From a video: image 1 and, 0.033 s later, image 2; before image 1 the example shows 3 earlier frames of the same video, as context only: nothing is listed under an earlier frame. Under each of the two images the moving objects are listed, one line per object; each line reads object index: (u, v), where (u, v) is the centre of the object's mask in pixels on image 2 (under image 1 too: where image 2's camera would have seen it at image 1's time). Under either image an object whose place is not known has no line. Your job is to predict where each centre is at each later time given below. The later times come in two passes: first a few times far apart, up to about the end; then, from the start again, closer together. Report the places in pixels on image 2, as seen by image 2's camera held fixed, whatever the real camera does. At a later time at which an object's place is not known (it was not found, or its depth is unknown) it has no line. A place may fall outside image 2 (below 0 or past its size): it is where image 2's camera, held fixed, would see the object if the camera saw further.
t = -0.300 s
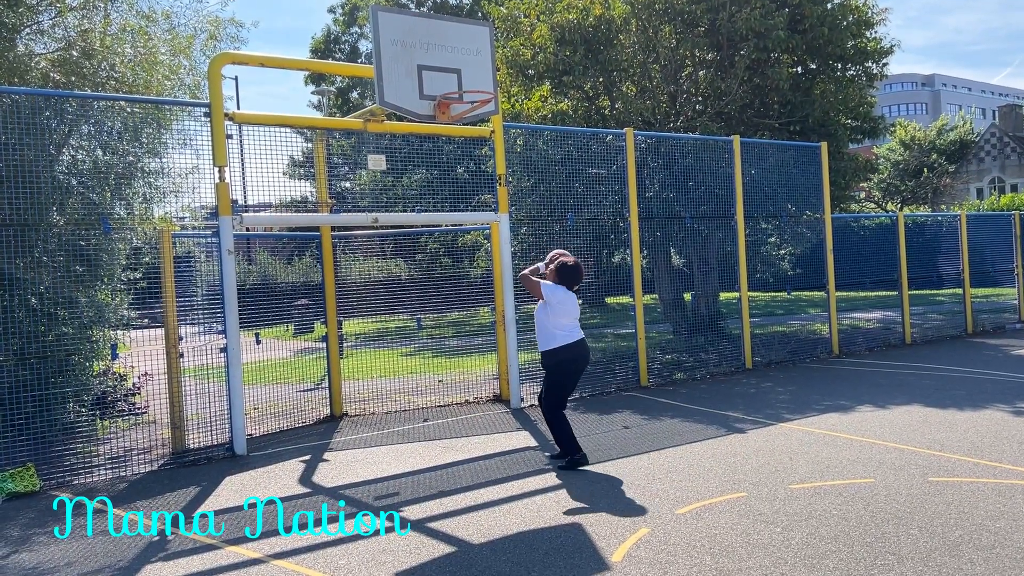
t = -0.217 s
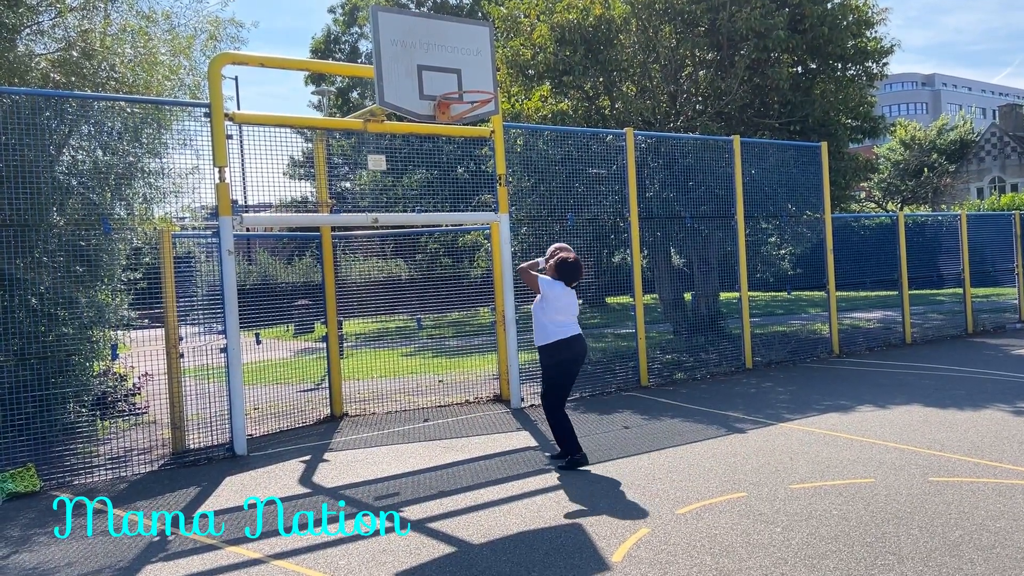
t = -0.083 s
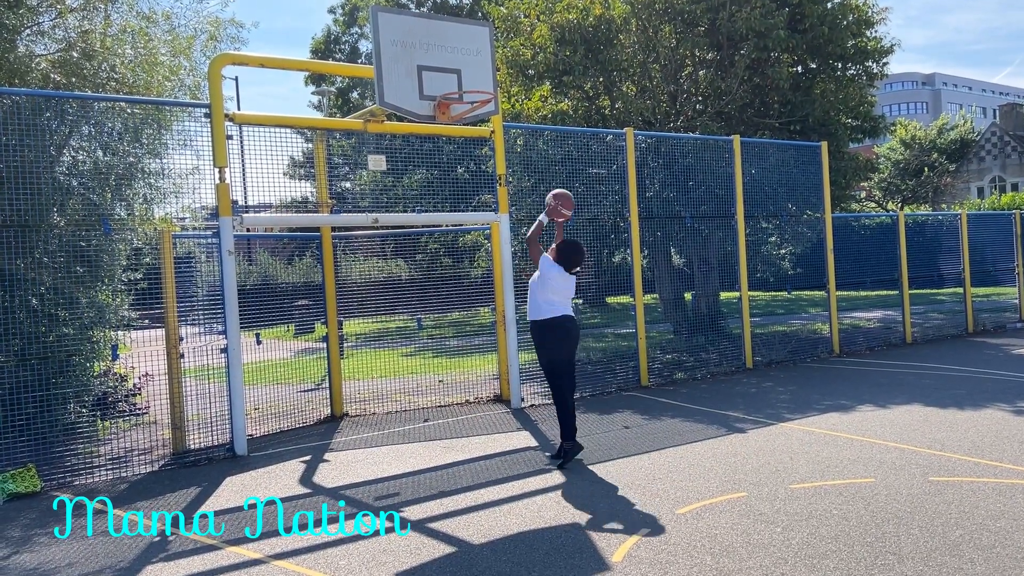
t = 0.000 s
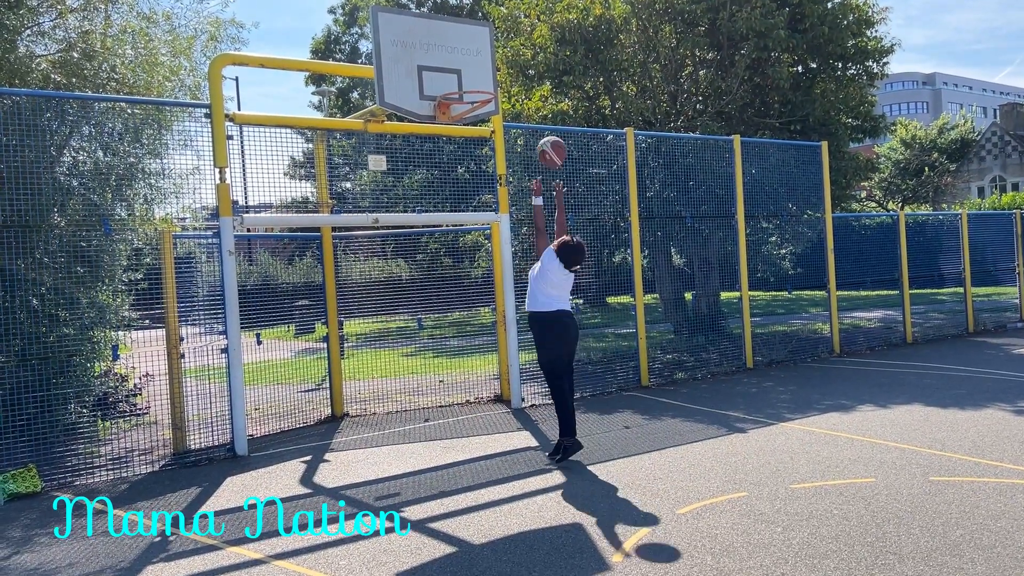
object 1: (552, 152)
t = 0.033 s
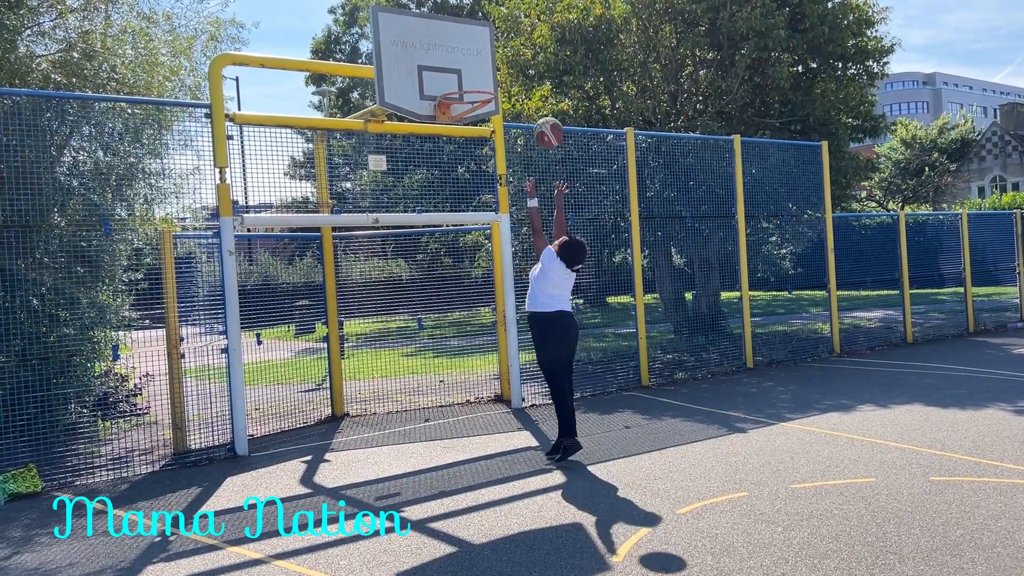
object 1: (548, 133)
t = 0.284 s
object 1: (525, 34)
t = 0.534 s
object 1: (507, 15)
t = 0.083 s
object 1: (543, 107)
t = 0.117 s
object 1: (540, 91)
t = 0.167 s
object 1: (535, 70)
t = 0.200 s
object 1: (532, 59)
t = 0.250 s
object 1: (527, 43)
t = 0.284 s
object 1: (525, 34)
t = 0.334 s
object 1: (520, 24)
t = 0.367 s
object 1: (518, 19)
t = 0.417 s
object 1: (514, 15)
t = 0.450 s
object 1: (512, 14)
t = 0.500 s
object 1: (508, 14)
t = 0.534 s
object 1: (507, 15)
